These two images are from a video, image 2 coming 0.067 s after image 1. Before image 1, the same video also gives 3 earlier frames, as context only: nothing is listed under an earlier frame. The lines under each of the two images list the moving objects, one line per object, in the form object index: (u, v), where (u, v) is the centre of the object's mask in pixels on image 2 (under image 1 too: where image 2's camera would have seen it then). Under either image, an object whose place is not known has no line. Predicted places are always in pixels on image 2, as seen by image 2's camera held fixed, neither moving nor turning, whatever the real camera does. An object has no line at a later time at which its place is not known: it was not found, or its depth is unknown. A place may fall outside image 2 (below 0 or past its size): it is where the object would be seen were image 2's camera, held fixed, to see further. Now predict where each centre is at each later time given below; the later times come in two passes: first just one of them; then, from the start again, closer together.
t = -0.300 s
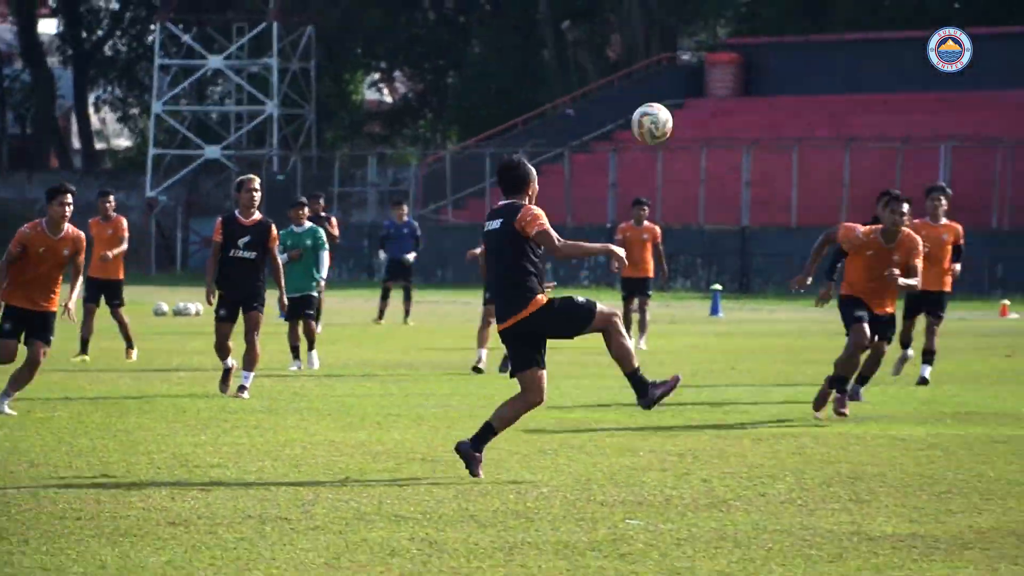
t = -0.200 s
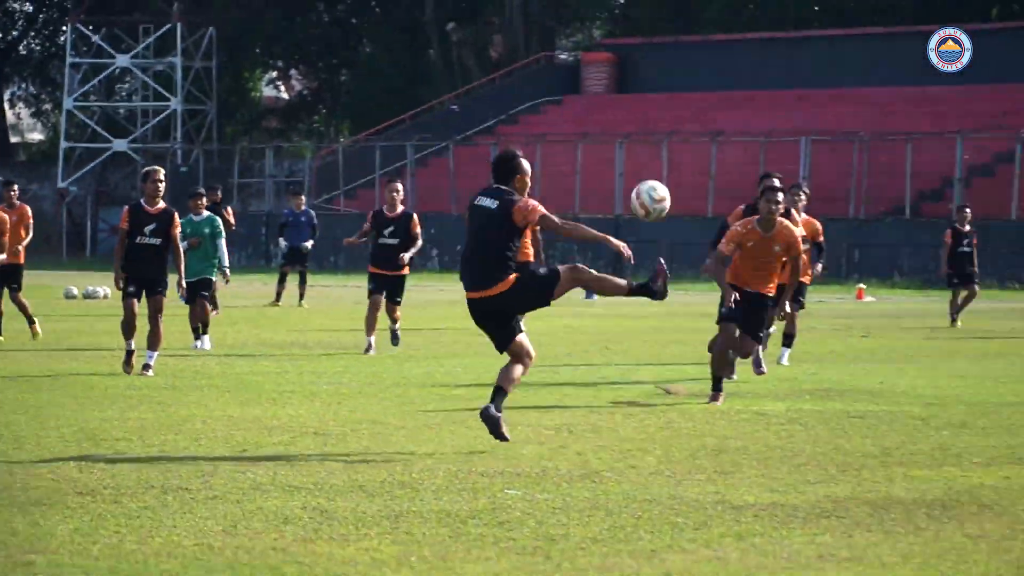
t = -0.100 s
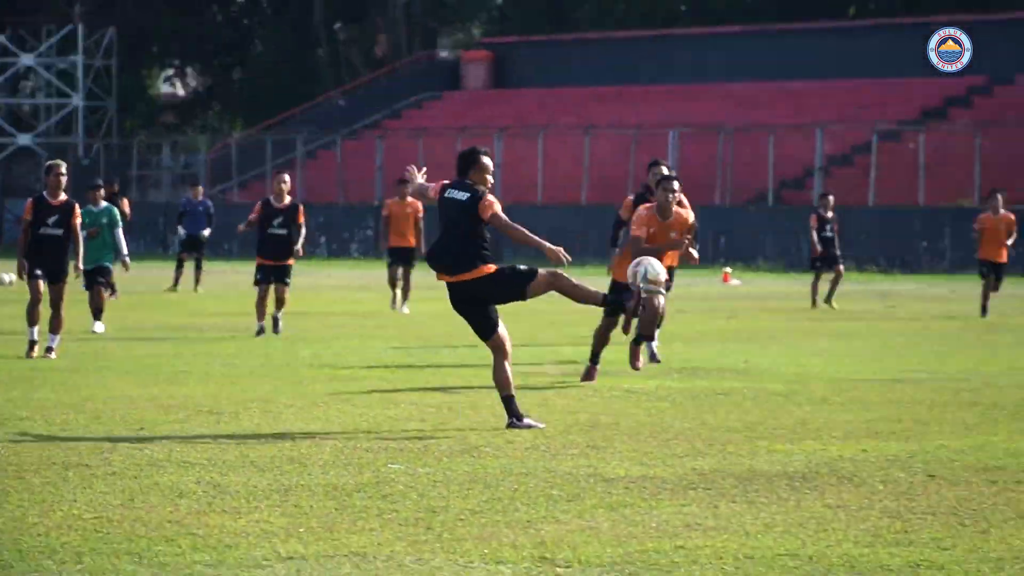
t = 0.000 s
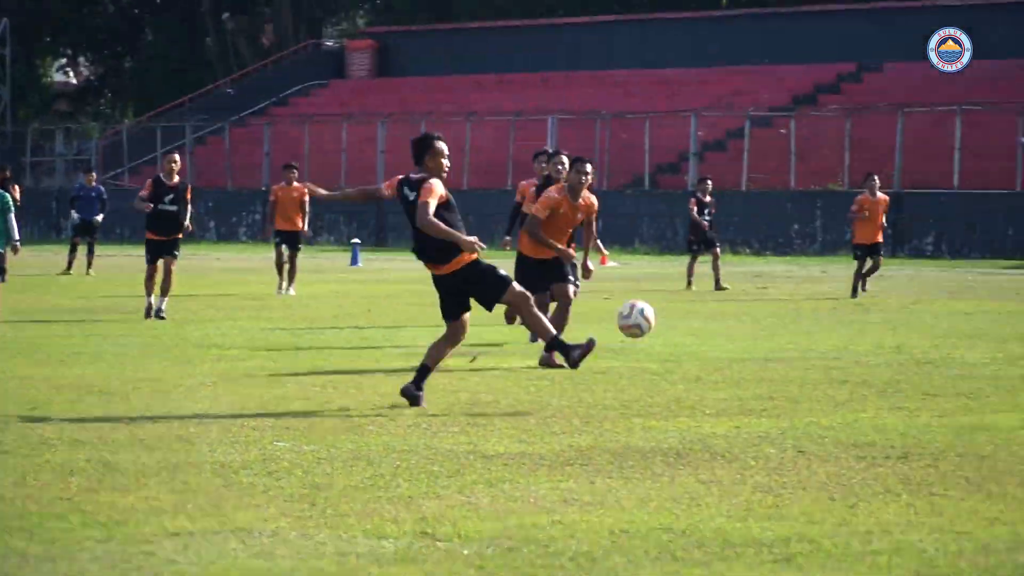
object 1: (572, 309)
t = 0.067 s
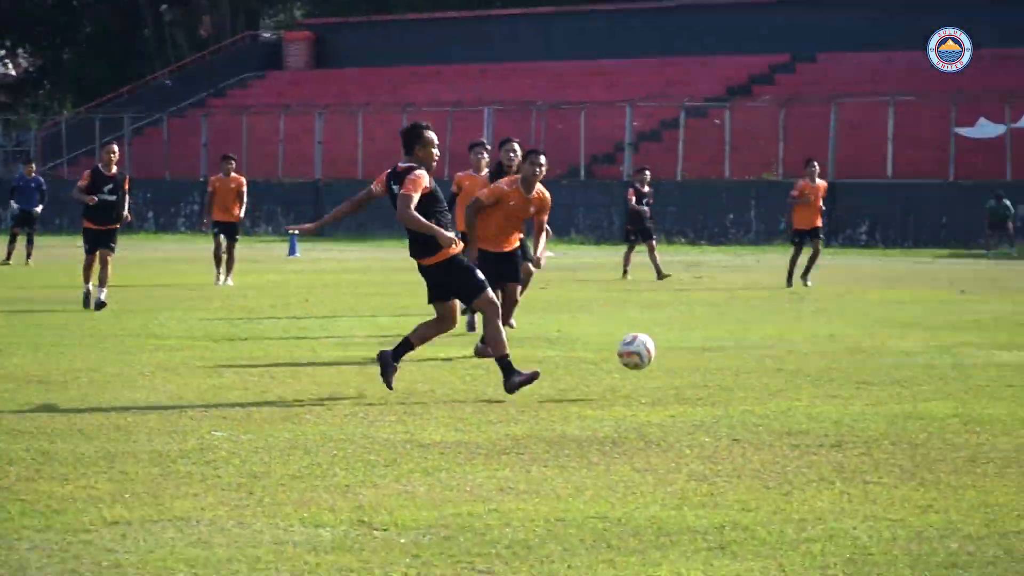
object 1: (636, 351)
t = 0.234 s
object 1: (753, 316)
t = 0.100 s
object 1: (679, 381)
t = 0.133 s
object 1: (697, 369)
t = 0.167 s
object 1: (714, 351)
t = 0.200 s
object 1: (737, 330)
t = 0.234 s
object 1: (753, 316)
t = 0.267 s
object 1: (769, 303)
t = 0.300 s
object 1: (790, 289)
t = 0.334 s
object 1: (807, 281)
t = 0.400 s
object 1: (842, 267)
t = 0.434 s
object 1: (858, 265)
